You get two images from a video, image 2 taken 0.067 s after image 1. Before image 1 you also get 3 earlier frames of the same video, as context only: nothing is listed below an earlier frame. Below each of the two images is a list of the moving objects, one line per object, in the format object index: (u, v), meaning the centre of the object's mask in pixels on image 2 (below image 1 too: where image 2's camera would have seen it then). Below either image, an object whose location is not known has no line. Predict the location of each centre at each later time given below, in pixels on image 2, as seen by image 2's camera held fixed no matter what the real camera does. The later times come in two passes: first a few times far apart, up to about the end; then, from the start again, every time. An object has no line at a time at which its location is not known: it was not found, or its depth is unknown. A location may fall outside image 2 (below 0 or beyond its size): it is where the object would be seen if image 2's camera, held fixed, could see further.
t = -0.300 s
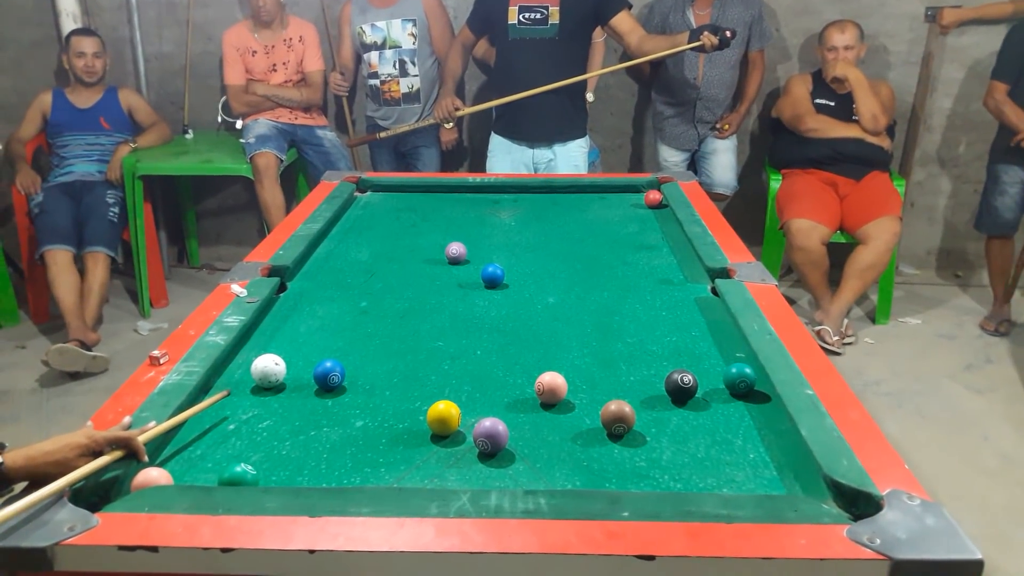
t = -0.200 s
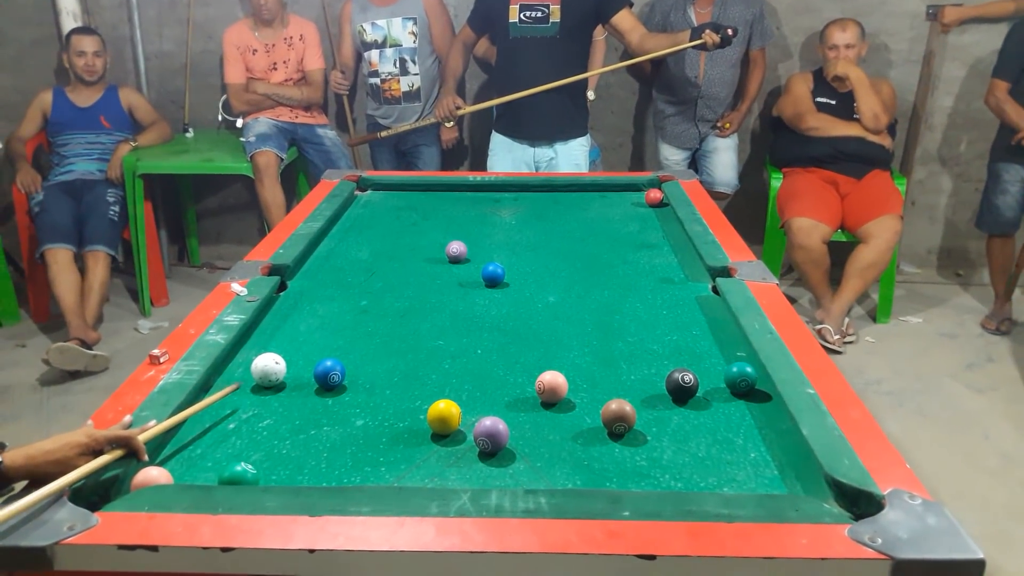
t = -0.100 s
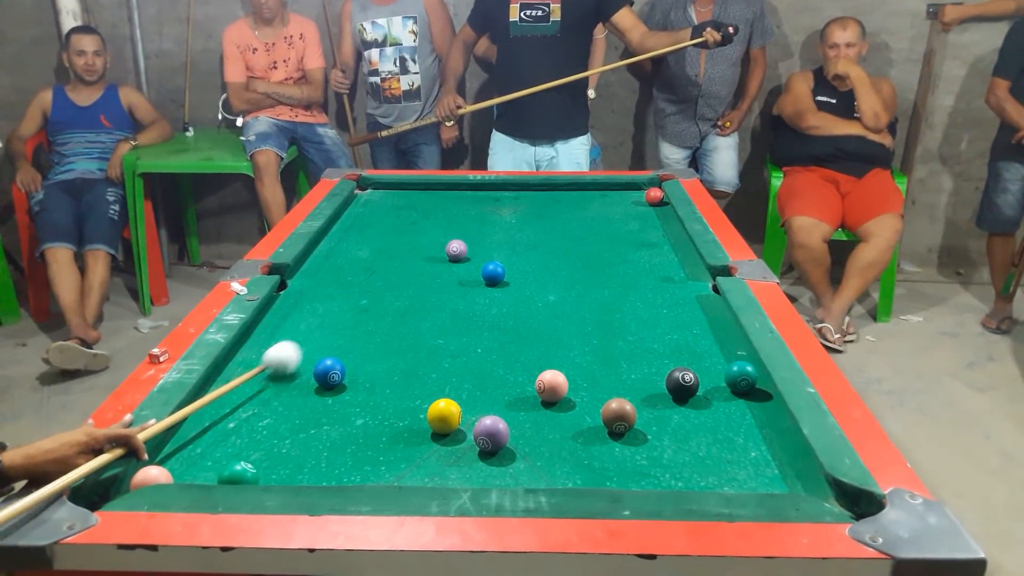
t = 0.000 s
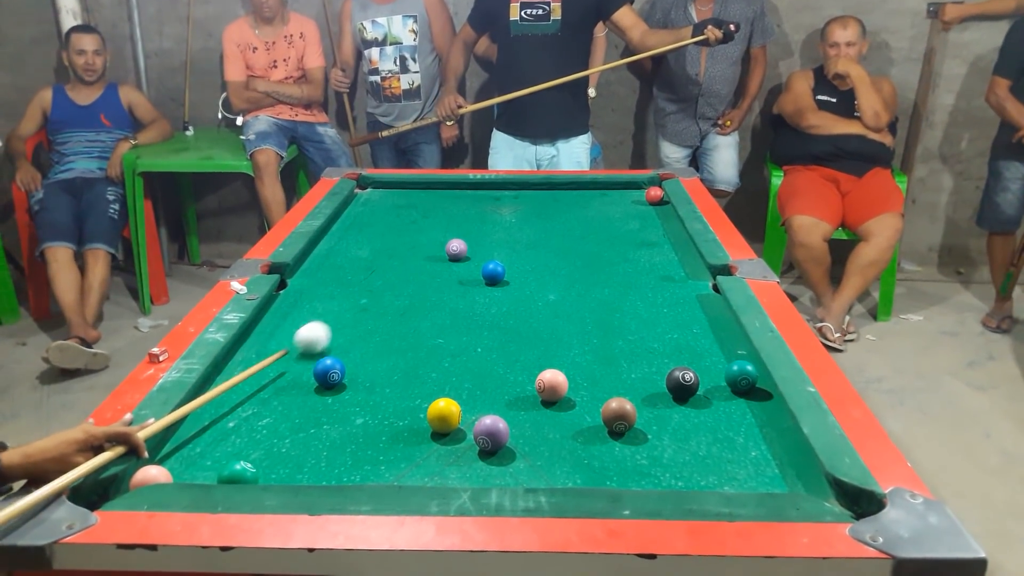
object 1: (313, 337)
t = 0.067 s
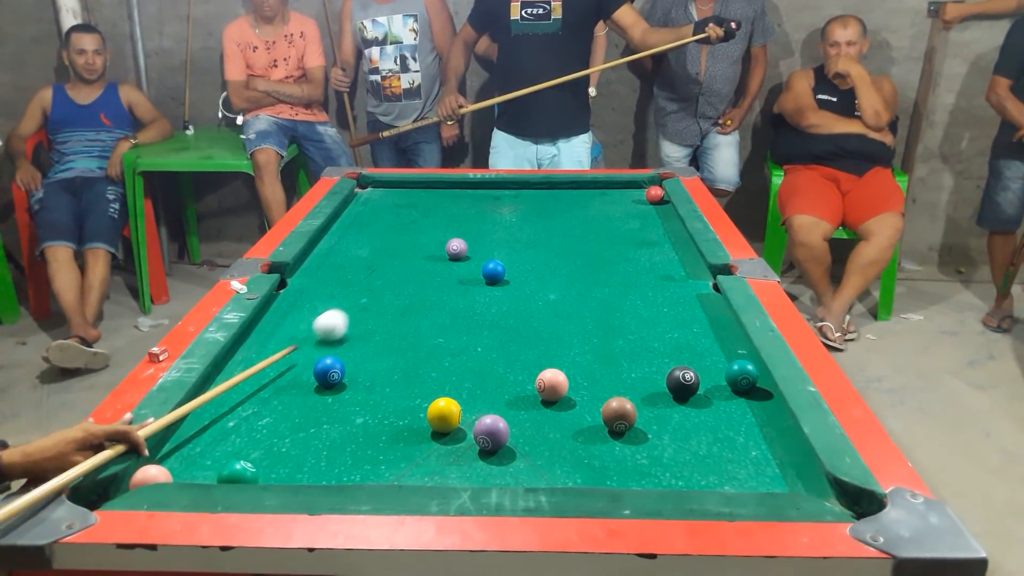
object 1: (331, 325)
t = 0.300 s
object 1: (385, 290)
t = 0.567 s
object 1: (433, 258)
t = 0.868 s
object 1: (441, 243)
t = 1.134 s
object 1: (443, 232)
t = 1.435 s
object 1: (447, 223)
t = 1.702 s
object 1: (450, 216)
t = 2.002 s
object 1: (453, 210)
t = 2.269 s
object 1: (455, 206)
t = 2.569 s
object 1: (457, 203)
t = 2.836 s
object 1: (459, 201)
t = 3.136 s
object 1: (462, 200)
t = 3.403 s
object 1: (462, 200)
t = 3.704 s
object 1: (462, 200)
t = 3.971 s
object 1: (462, 200)
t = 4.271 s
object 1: (462, 200)
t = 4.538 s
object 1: (462, 200)
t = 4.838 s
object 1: (461, 200)
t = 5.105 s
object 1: (461, 200)
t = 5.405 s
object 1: (461, 200)
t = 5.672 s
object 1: (462, 200)
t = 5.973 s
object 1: (462, 200)
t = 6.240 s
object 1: (462, 200)
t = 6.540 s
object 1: (462, 200)
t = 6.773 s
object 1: (462, 199)
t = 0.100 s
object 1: (340, 319)
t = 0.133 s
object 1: (348, 314)
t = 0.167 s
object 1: (356, 309)
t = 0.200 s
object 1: (364, 304)
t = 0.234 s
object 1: (371, 299)
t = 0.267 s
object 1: (379, 294)
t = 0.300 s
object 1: (385, 290)
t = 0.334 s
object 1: (392, 285)
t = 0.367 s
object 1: (399, 281)
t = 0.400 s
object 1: (405, 277)
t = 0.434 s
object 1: (411, 273)
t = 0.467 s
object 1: (417, 269)
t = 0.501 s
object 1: (422, 265)
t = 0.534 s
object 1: (428, 261)
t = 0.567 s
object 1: (433, 258)
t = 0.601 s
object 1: (438, 255)
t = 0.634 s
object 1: (439, 253)
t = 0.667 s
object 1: (439, 252)
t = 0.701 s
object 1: (440, 250)
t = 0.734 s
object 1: (440, 248)
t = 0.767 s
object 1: (440, 247)
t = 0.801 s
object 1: (440, 245)
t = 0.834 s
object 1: (441, 244)
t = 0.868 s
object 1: (441, 243)
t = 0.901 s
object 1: (441, 241)
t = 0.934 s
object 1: (441, 240)
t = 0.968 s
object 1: (442, 238)
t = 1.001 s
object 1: (442, 237)
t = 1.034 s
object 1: (442, 236)
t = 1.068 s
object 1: (443, 235)
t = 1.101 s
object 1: (443, 234)
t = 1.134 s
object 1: (443, 232)
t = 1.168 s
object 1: (444, 231)
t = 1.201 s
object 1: (444, 230)
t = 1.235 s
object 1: (445, 229)
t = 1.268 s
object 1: (445, 228)
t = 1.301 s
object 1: (445, 227)
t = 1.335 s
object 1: (446, 226)
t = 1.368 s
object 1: (446, 225)
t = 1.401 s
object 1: (446, 224)
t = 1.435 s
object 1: (447, 223)
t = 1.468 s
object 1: (447, 222)
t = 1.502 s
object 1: (448, 221)
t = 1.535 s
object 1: (448, 220)
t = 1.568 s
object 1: (448, 220)
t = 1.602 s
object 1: (449, 219)
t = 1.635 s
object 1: (449, 218)
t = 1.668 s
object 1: (450, 217)
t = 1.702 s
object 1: (450, 216)
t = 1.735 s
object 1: (450, 216)
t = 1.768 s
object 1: (451, 215)
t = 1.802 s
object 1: (451, 214)
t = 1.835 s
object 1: (452, 213)
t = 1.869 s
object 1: (452, 213)
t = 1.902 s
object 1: (452, 212)
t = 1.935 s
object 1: (452, 211)
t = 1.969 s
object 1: (453, 211)
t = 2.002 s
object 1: (453, 210)
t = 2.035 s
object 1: (453, 210)
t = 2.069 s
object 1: (453, 209)
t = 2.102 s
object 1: (454, 209)
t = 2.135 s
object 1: (454, 208)
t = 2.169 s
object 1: (454, 208)
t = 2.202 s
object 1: (454, 207)
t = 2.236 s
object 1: (455, 207)
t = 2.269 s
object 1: (455, 206)
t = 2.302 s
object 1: (455, 206)
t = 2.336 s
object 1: (455, 205)
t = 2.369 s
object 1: (456, 205)
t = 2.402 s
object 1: (456, 205)
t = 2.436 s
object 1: (456, 204)
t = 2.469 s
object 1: (456, 204)
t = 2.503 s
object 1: (456, 204)
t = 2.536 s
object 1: (457, 203)
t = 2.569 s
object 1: (457, 203)
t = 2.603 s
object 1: (457, 203)
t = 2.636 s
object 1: (458, 203)
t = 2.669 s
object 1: (458, 202)
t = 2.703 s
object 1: (458, 202)
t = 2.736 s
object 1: (458, 202)
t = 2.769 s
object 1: (459, 202)
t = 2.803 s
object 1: (459, 202)
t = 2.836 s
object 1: (459, 201)
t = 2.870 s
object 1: (460, 201)
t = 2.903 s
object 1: (460, 201)
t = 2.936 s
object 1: (460, 201)
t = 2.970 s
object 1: (461, 201)
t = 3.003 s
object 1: (461, 201)
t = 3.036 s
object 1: (461, 200)
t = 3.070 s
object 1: (462, 200)
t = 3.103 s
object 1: (462, 200)
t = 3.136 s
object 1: (462, 200)
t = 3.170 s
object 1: (462, 200)
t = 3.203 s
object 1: (462, 200)
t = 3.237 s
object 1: (462, 200)
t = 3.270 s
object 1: (462, 200)
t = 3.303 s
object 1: (462, 200)
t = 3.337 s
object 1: (462, 200)
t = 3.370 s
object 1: (462, 200)
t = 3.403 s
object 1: (462, 200)
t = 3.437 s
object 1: (462, 200)
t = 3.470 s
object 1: (462, 200)
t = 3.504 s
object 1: (462, 200)
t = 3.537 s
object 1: (462, 200)
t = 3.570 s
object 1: (462, 200)
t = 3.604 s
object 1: (462, 200)
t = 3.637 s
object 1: (462, 200)
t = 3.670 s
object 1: (462, 200)
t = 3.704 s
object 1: (462, 200)
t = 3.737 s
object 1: (462, 200)
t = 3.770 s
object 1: (462, 200)
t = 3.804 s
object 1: (462, 200)
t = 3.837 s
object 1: (462, 200)
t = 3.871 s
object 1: (462, 200)
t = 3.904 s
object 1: (462, 200)
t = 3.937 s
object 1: (462, 200)
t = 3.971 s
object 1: (462, 200)
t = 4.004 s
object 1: (462, 200)
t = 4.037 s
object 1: (462, 200)
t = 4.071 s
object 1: (462, 200)
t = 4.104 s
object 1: (462, 200)
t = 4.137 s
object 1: (462, 200)
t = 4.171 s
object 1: (462, 200)
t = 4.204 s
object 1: (462, 200)
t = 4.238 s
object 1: (462, 200)
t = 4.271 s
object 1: (462, 200)
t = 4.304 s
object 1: (462, 200)
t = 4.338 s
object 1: (462, 200)
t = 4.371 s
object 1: (462, 200)
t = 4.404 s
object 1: (462, 200)
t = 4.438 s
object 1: (462, 200)
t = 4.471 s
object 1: (461, 200)
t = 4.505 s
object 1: (462, 200)
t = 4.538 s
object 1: (462, 200)
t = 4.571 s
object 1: (462, 200)
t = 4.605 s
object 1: (461, 200)
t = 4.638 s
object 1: (461, 200)
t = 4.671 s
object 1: (461, 200)
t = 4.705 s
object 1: (462, 200)
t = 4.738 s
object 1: (461, 200)
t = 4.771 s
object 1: (462, 200)
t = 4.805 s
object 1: (461, 200)
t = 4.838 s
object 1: (461, 200)
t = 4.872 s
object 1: (461, 200)
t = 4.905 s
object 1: (462, 200)
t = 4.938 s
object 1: (461, 200)
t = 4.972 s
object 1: (461, 200)
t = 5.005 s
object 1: (461, 200)
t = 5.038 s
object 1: (461, 200)
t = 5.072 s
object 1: (461, 200)
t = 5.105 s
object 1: (461, 200)
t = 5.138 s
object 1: (461, 200)
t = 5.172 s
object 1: (461, 200)
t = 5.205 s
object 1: (461, 200)
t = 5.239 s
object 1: (461, 200)
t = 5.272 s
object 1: (461, 200)
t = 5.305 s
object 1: (461, 200)
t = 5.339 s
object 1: (461, 200)
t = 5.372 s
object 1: (461, 200)
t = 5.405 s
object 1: (461, 200)
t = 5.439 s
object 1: (461, 200)
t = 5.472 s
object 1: (461, 200)
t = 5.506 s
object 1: (462, 200)
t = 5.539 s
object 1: (462, 200)
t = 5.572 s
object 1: (462, 200)
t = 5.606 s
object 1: (462, 200)
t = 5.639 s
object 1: (462, 200)
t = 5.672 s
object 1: (462, 200)
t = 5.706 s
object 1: (462, 200)
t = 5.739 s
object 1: (462, 200)
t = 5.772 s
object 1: (462, 200)
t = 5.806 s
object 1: (462, 200)
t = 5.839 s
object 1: (462, 200)
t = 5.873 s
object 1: (462, 200)
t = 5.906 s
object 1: (462, 200)
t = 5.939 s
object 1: (462, 200)
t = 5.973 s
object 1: (462, 200)
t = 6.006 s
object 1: (462, 200)
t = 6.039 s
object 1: (462, 200)
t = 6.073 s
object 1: (462, 200)
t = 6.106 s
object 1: (462, 200)
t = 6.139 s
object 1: (462, 200)
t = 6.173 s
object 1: (462, 200)
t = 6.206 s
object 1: (462, 200)
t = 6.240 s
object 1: (462, 200)
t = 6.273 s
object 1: (462, 200)
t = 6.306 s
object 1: (462, 200)
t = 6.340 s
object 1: (462, 200)
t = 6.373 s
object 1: (462, 200)
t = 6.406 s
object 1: (462, 200)
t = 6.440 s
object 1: (462, 200)
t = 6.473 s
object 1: (462, 199)
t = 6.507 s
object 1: (462, 200)
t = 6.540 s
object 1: (462, 200)
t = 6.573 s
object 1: (462, 200)
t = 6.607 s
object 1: (462, 200)
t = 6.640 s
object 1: (462, 200)
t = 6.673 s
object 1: (462, 199)
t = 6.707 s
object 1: (462, 199)
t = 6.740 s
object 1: (462, 199)
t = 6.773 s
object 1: (462, 199)
